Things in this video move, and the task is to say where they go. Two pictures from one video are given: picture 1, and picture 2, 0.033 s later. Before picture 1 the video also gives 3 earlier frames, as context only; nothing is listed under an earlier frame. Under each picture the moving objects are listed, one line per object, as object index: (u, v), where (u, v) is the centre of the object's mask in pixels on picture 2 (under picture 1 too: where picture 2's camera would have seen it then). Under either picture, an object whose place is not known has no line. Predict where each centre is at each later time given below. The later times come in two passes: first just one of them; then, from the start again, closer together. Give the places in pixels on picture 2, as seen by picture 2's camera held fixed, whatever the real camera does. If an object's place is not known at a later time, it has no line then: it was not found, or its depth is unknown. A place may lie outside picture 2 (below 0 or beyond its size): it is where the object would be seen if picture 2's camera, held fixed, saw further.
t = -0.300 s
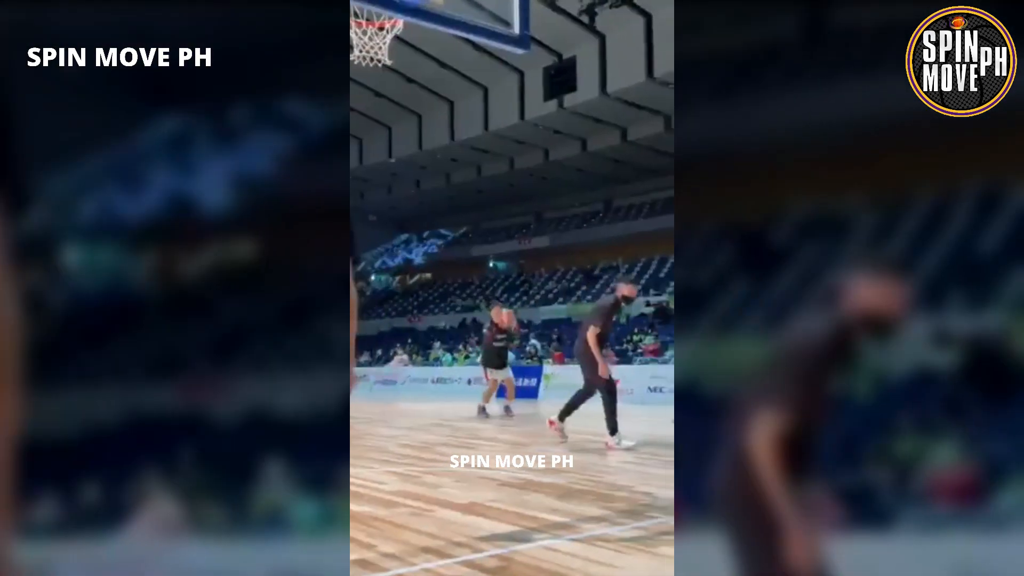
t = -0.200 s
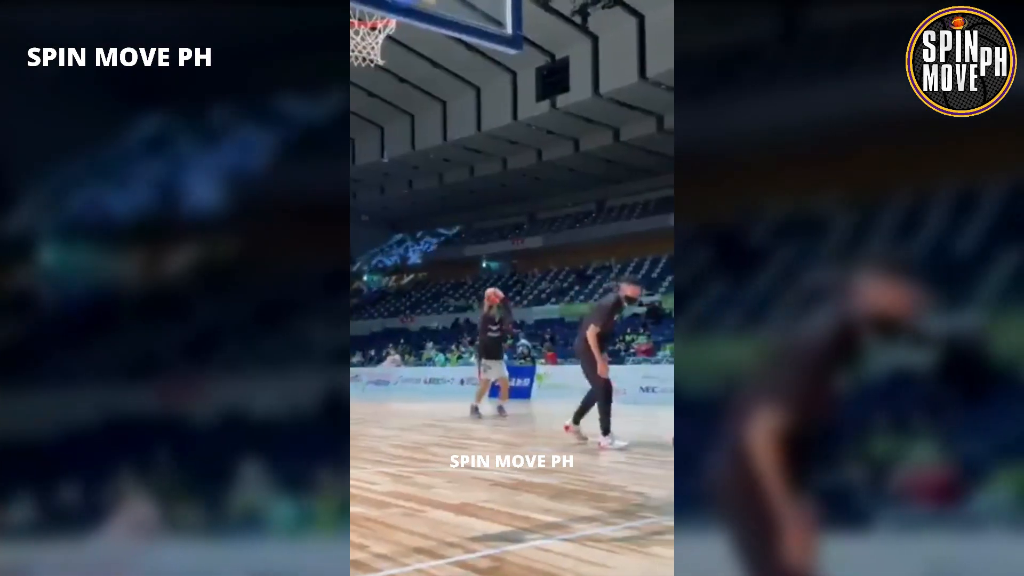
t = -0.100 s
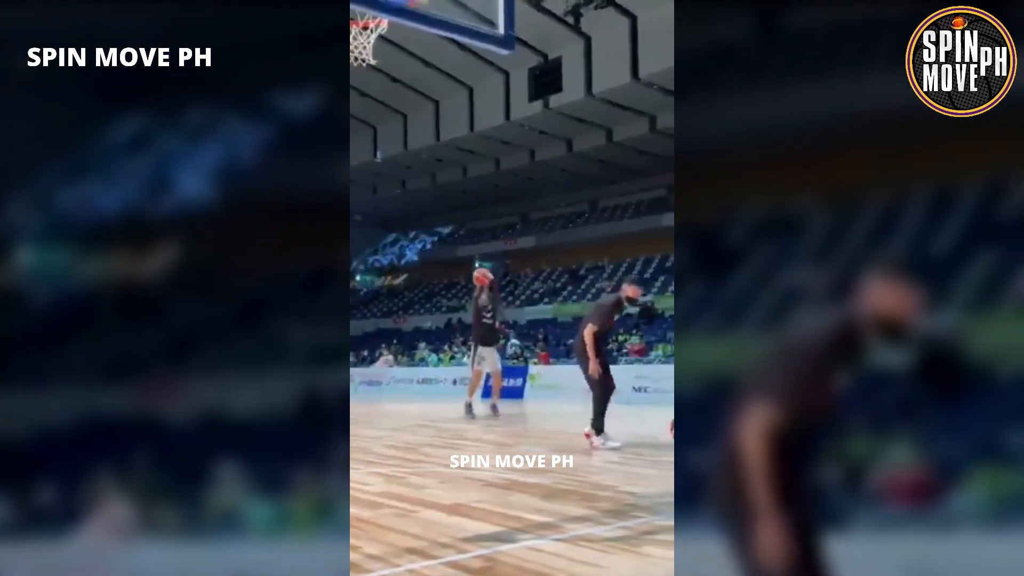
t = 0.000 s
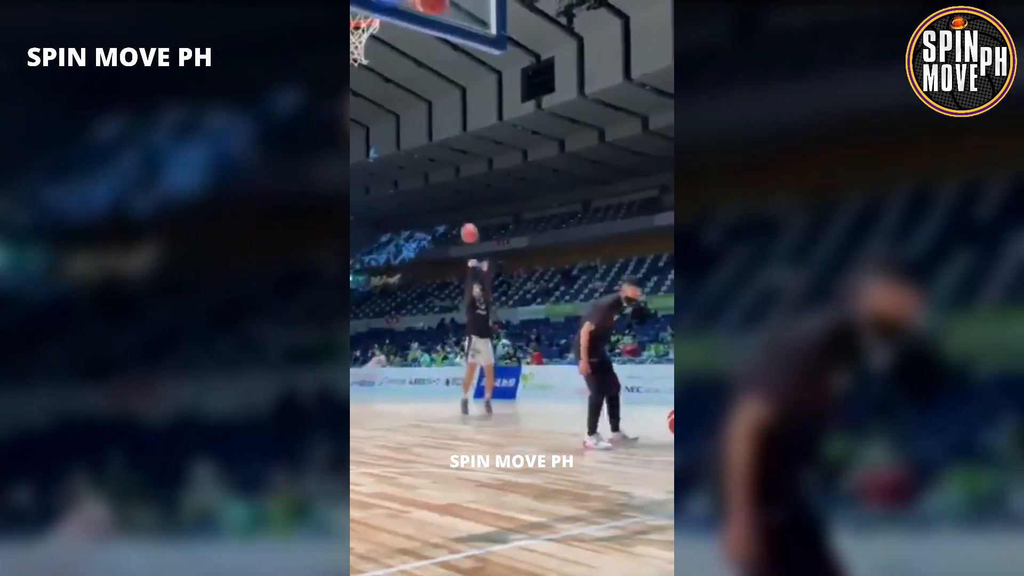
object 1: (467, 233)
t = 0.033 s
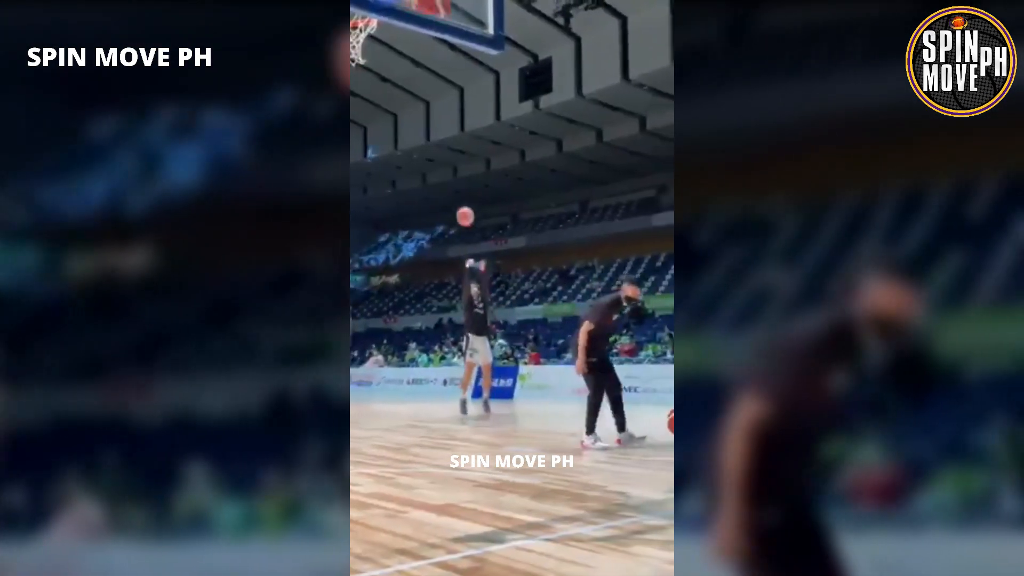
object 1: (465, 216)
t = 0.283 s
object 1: (450, 105)
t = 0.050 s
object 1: (464, 208)
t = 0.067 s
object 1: (463, 200)
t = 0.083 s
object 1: (462, 192)
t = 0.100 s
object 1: (461, 185)
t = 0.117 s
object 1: (461, 177)
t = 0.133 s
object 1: (460, 169)
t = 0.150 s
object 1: (459, 162)
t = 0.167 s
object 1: (458, 154)
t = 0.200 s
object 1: (456, 139)
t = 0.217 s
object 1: (455, 132)
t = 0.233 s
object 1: (455, 125)
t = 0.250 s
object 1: (453, 117)
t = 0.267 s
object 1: (452, 110)
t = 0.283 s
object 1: (450, 105)
